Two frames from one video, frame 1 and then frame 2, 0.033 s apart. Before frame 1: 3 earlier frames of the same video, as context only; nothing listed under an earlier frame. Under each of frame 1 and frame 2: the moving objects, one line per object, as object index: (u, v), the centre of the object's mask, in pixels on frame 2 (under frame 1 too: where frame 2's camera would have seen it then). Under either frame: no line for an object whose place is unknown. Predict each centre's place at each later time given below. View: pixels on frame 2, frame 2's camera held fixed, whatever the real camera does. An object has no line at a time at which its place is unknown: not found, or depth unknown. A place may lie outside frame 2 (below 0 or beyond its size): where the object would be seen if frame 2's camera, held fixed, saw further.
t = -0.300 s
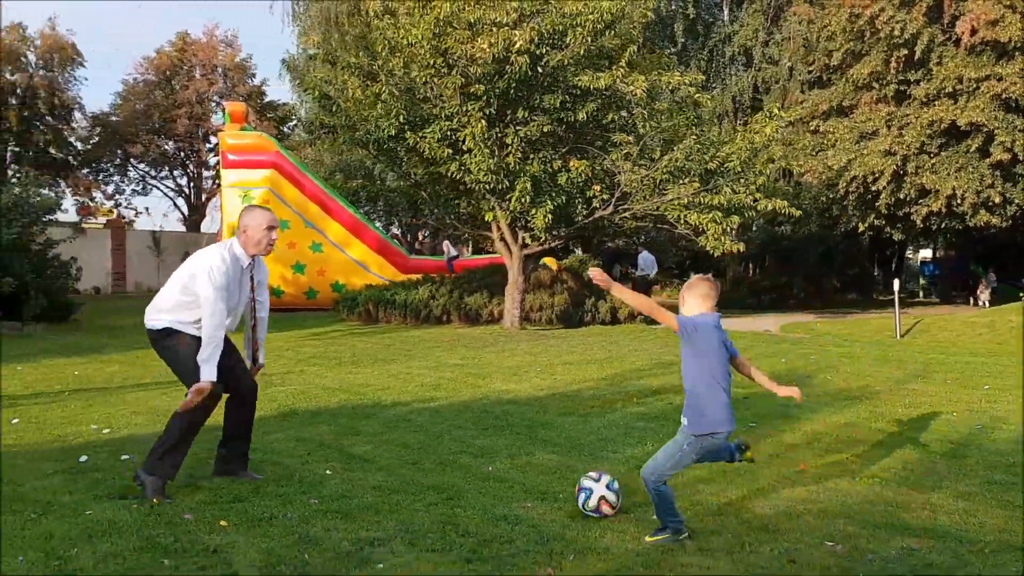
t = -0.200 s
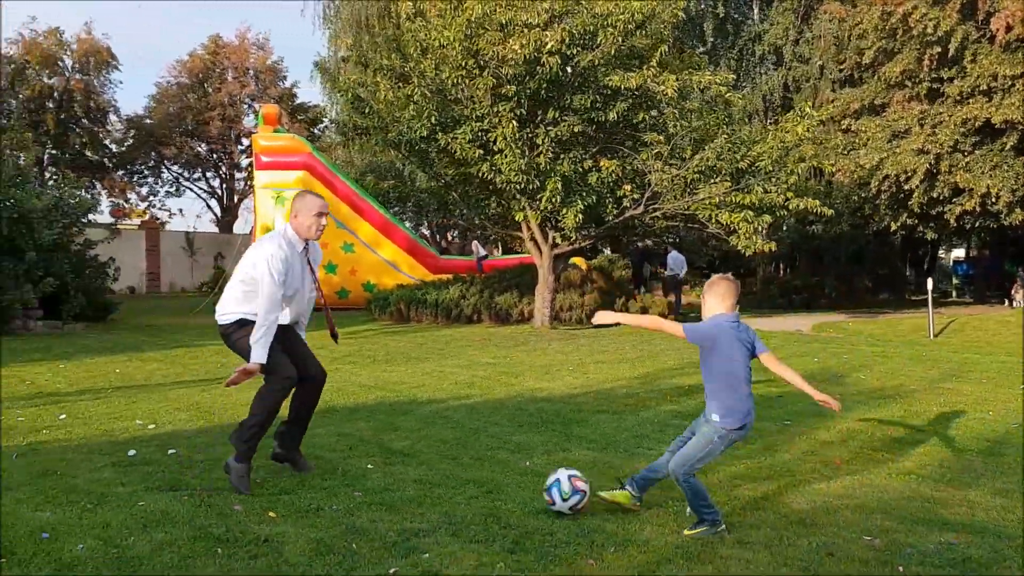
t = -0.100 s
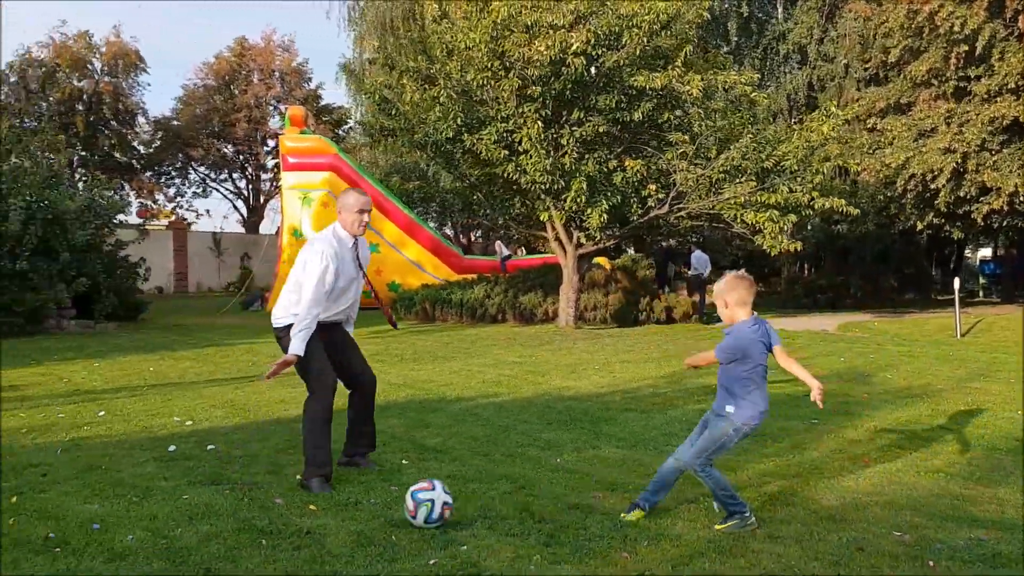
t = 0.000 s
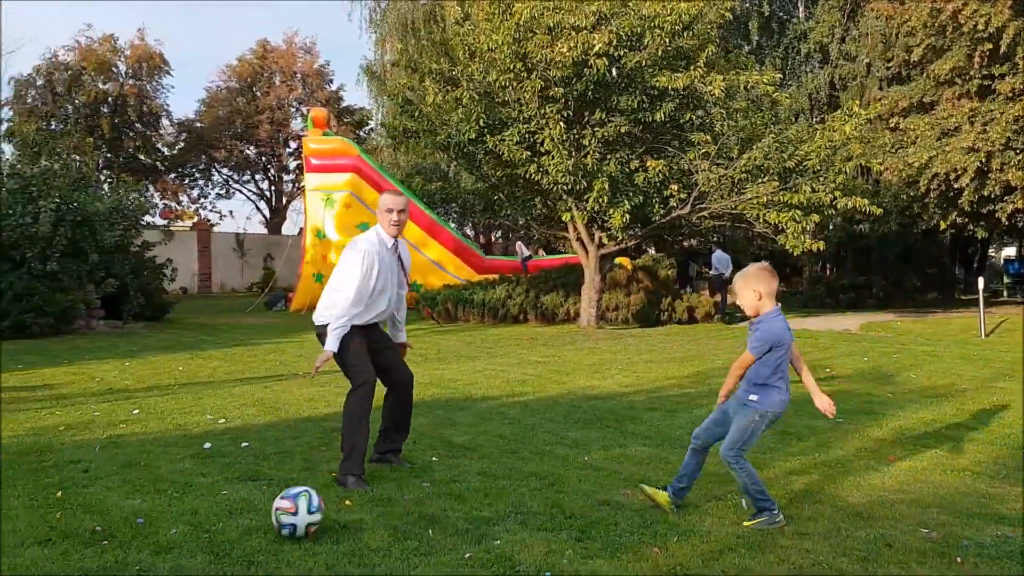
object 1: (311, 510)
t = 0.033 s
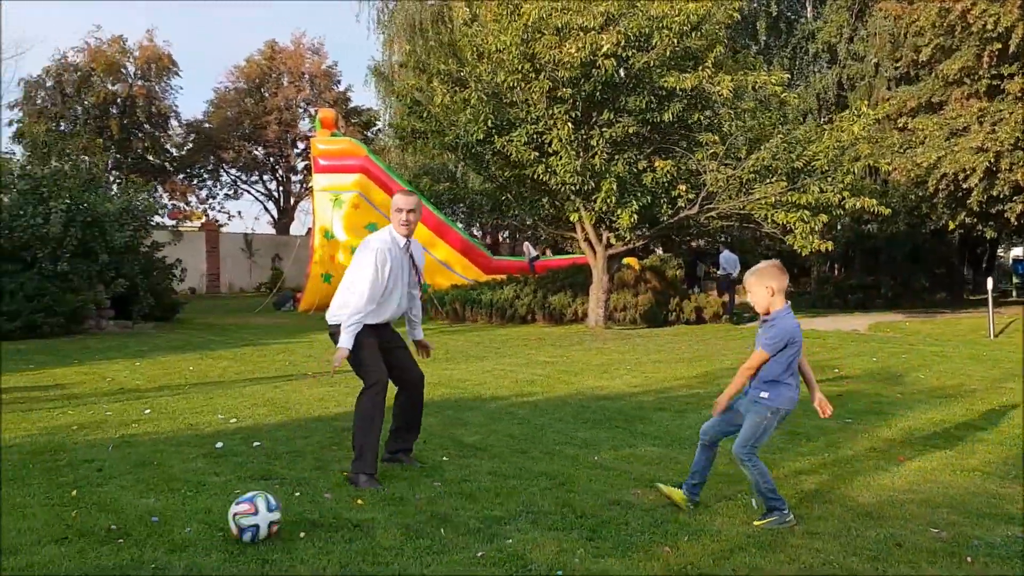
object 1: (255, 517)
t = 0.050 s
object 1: (226, 520)
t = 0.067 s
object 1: (197, 524)
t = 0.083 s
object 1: (172, 526)
